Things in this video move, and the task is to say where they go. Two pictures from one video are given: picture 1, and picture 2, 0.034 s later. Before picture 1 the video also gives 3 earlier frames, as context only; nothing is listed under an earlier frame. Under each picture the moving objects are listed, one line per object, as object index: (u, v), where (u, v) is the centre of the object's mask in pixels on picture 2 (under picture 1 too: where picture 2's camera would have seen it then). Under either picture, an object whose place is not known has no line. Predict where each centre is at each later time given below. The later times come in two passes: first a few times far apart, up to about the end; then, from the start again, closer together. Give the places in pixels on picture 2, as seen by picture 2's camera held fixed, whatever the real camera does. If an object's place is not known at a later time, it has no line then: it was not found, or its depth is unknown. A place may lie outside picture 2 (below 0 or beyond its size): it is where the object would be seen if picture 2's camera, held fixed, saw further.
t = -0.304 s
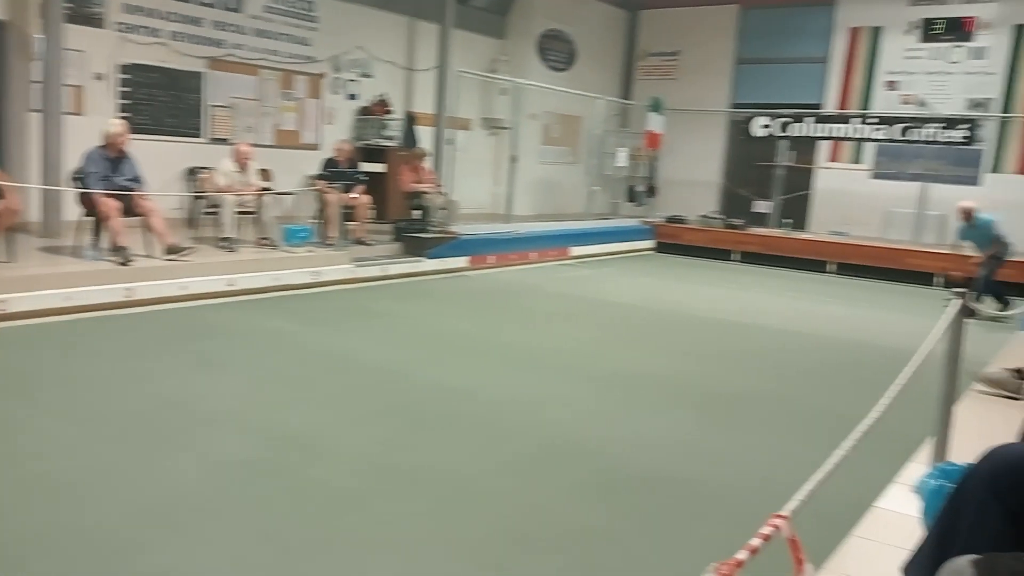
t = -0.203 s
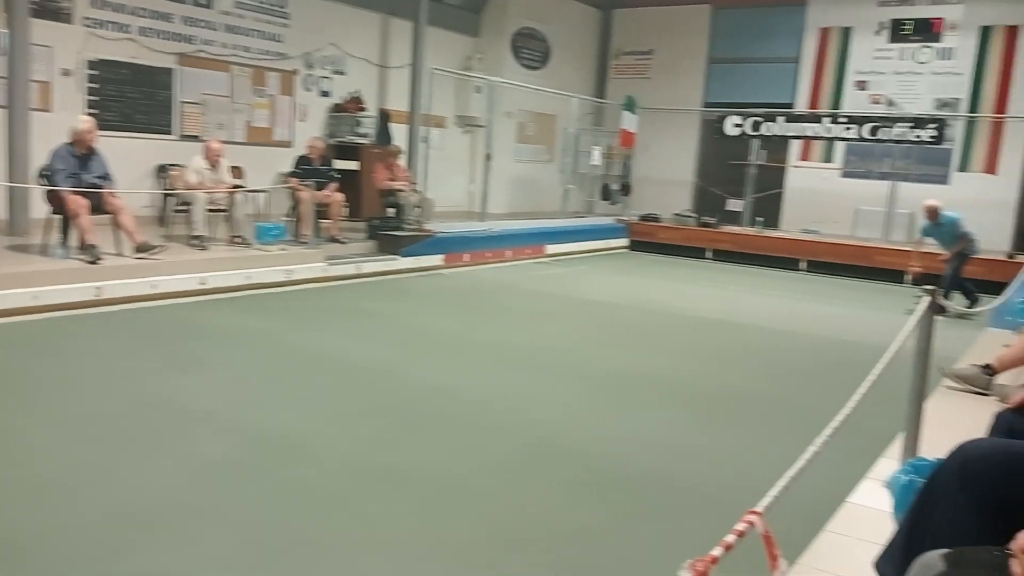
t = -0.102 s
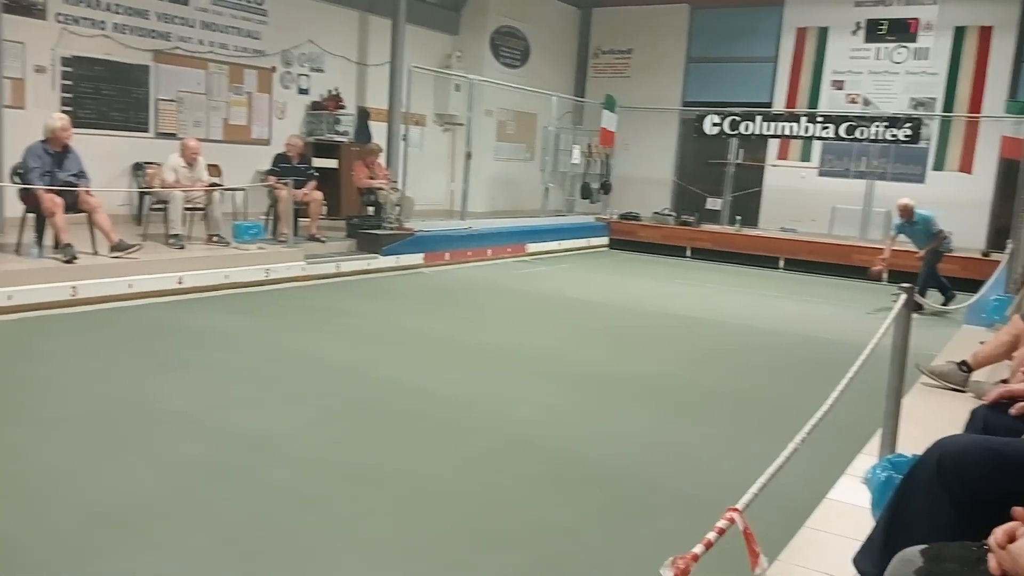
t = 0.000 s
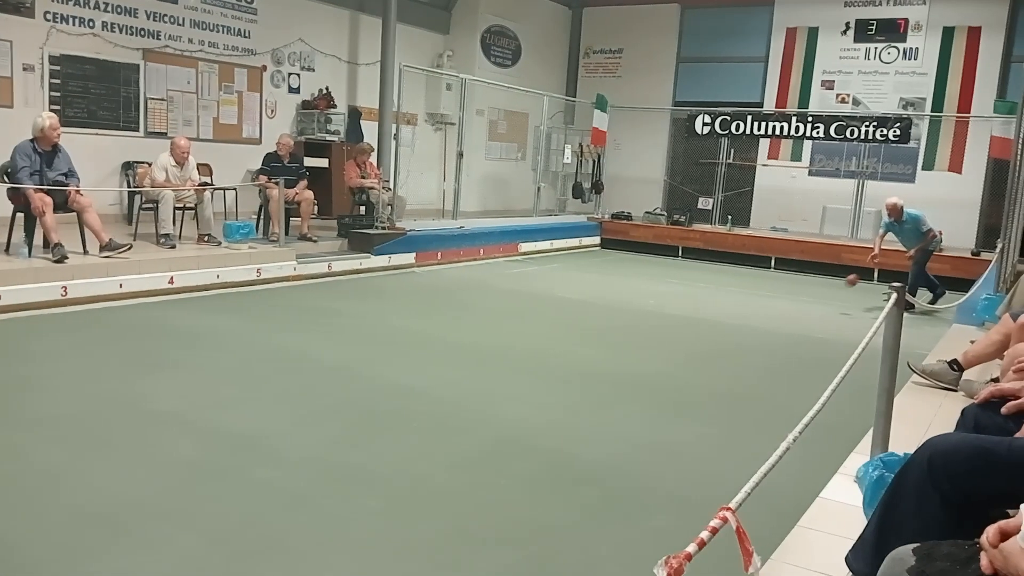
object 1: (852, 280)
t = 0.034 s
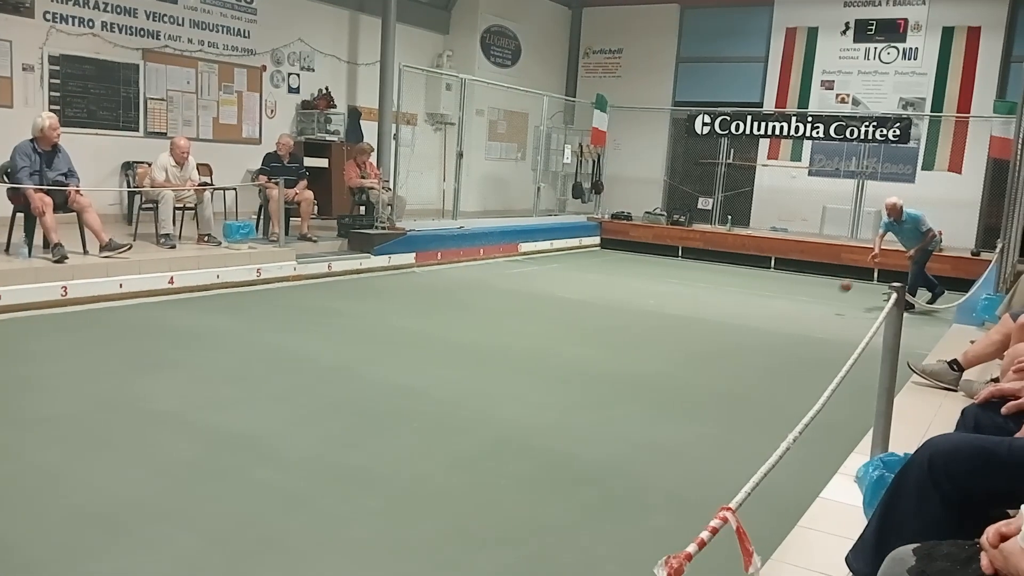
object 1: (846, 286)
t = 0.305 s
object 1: (806, 310)
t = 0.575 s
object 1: (771, 316)
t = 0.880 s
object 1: (729, 321)
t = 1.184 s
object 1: (685, 325)
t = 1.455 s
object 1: (642, 330)
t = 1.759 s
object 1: (591, 336)
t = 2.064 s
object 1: (533, 341)
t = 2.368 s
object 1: (471, 347)
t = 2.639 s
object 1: (410, 354)
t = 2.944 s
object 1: (333, 362)
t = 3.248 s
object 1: (248, 371)
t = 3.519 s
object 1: (166, 379)
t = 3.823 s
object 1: (57, 391)
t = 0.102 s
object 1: (833, 300)
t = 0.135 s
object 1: (826, 309)
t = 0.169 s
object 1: (822, 309)
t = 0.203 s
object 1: (818, 308)
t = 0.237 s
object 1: (814, 307)
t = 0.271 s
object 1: (811, 308)
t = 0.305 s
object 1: (806, 310)
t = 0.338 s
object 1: (802, 313)
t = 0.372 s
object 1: (798, 313)
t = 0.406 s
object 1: (793, 314)
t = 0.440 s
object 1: (789, 314)
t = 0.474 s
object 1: (784, 315)
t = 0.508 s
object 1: (780, 315)
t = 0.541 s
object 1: (776, 316)
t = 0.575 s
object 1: (771, 316)
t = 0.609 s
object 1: (767, 317)
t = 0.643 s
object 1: (762, 317)
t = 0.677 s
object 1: (757, 318)
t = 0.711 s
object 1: (753, 318)
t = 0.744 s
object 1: (748, 319)
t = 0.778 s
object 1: (743, 319)
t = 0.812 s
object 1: (739, 320)
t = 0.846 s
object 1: (734, 320)
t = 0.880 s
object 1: (729, 321)
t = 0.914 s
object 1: (724, 321)
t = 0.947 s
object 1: (719, 322)
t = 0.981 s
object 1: (714, 322)
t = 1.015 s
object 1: (710, 323)
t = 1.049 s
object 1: (705, 323)
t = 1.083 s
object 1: (700, 324)
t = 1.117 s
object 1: (694, 324)
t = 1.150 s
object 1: (689, 325)
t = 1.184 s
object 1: (685, 325)
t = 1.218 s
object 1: (679, 326)
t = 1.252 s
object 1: (674, 326)
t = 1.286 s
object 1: (668, 327)
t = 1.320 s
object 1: (663, 328)
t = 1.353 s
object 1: (658, 328)
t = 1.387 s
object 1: (653, 329)
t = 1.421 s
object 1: (647, 329)
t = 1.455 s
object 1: (642, 330)
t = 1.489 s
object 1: (636, 331)
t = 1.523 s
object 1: (631, 331)
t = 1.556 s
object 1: (625, 332)
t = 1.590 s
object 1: (620, 332)
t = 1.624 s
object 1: (614, 333)
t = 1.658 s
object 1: (608, 334)
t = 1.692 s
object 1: (602, 334)
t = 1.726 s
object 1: (597, 335)
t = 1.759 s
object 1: (591, 336)
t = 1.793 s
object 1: (584, 336)
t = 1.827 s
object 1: (578, 337)
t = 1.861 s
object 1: (572, 338)
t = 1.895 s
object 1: (566, 338)
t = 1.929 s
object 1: (560, 338)
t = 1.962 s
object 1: (553, 339)
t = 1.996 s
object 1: (547, 340)
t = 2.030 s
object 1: (540, 340)
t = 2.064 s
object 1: (533, 341)
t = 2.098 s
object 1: (527, 342)
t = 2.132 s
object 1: (520, 342)
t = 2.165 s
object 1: (513, 343)
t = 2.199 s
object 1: (507, 344)
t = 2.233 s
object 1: (500, 344)
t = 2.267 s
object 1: (493, 345)
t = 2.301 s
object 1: (486, 346)
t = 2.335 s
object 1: (479, 347)
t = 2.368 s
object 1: (471, 347)
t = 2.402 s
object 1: (464, 348)
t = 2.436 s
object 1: (456, 349)
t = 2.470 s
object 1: (449, 350)
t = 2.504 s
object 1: (441, 350)
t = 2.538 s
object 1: (433, 351)
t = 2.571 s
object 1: (426, 352)
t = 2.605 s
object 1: (418, 353)
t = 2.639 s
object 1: (410, 354)
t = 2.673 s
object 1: (402, 355)
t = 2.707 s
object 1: (394, 356)
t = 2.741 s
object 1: (385, 357)
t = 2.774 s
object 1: (377, 357)
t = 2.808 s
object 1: (369, 358)
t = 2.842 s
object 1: (360, 359)
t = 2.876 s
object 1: (351, 360)
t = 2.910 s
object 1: (342, 361)
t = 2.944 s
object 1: (333, 362)
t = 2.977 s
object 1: (324, 363)
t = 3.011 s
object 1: (315, 364)
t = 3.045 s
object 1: (306, 365)
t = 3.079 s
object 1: (296, 366)
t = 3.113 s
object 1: (287, 367)
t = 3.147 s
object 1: (278, 368)
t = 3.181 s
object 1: (268, 369)
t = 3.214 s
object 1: (259, 370)
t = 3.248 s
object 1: (248, 371)
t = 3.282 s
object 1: (238, 373)
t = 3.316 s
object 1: (229, 374)
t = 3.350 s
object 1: (219, 375)
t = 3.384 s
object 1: (209, 375)
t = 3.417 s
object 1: (198, 376)
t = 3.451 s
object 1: (187, 377)
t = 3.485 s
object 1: (177, 378)
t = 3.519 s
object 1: (166, 379)
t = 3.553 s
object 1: (155, 380)
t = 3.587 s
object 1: (144, 382)
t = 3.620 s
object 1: (132, 383)
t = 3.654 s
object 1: (120, 384)
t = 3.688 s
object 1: (108, 386)
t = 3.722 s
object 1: (96, 387)
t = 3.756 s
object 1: (83, 388)
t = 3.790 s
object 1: (70, 390)
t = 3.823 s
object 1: (57, 391)
